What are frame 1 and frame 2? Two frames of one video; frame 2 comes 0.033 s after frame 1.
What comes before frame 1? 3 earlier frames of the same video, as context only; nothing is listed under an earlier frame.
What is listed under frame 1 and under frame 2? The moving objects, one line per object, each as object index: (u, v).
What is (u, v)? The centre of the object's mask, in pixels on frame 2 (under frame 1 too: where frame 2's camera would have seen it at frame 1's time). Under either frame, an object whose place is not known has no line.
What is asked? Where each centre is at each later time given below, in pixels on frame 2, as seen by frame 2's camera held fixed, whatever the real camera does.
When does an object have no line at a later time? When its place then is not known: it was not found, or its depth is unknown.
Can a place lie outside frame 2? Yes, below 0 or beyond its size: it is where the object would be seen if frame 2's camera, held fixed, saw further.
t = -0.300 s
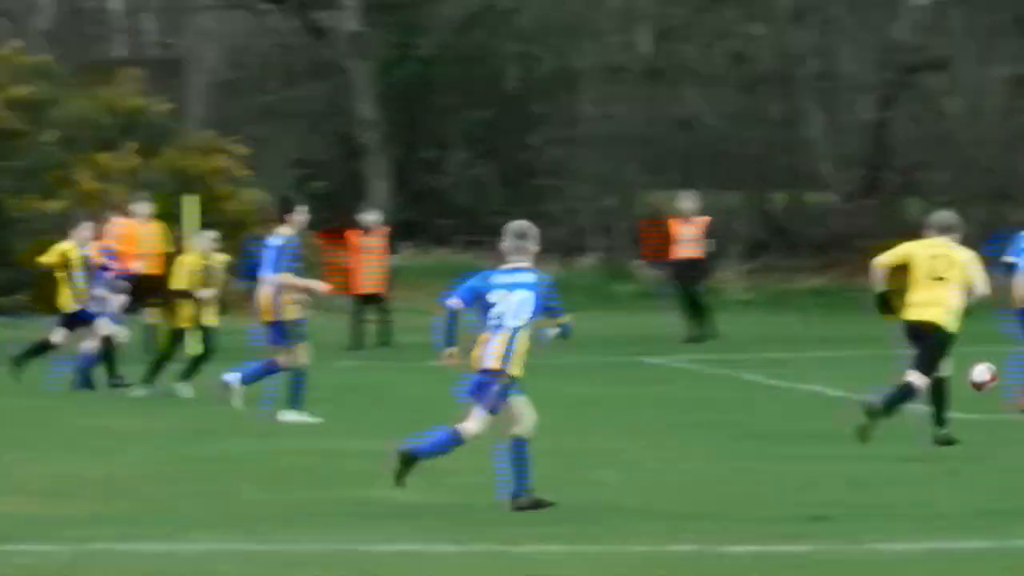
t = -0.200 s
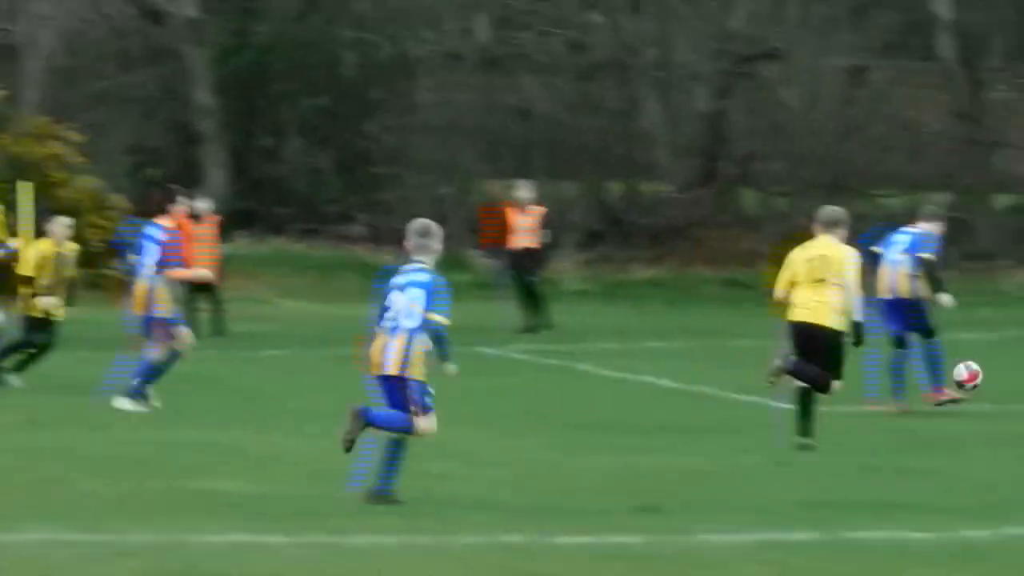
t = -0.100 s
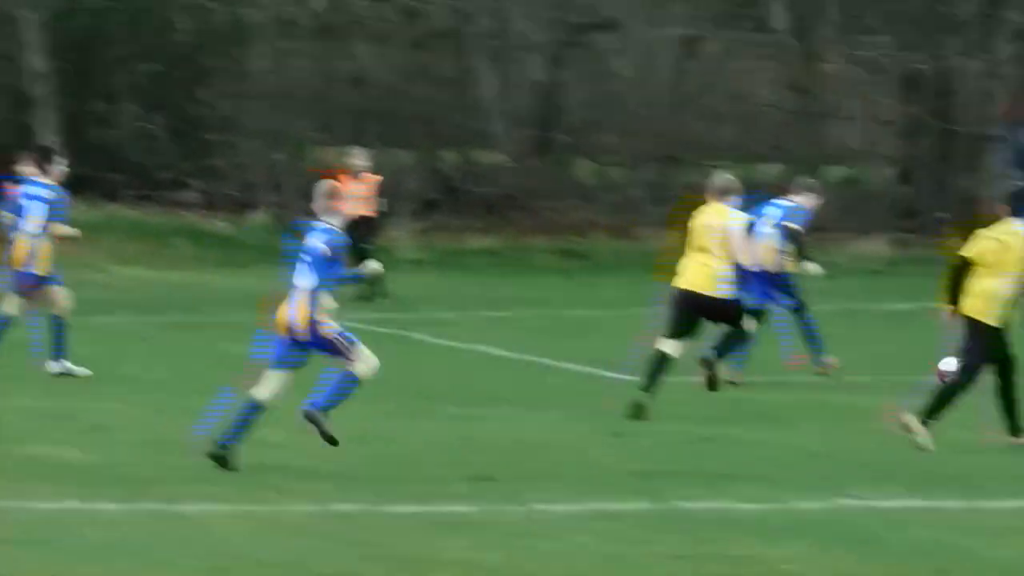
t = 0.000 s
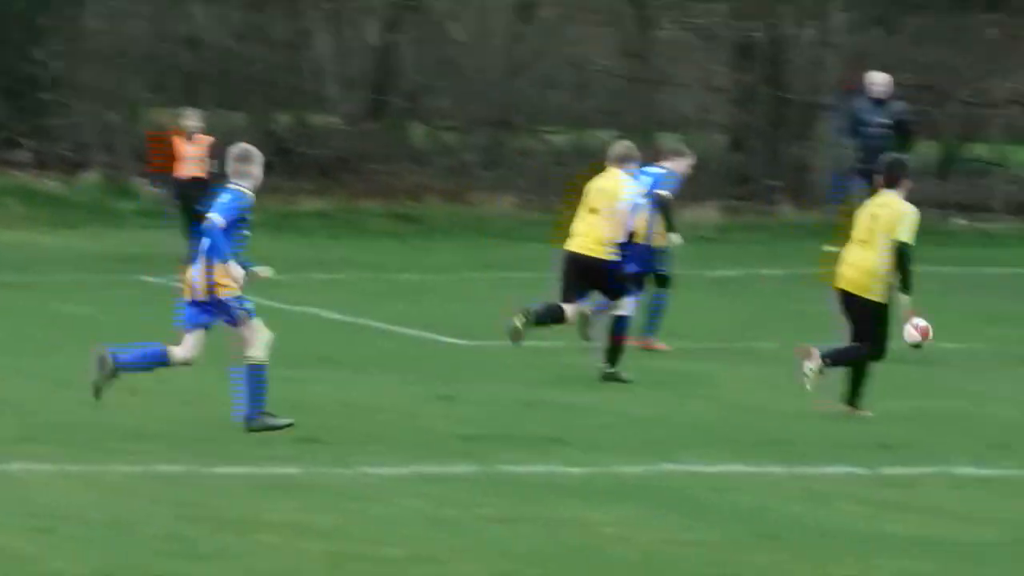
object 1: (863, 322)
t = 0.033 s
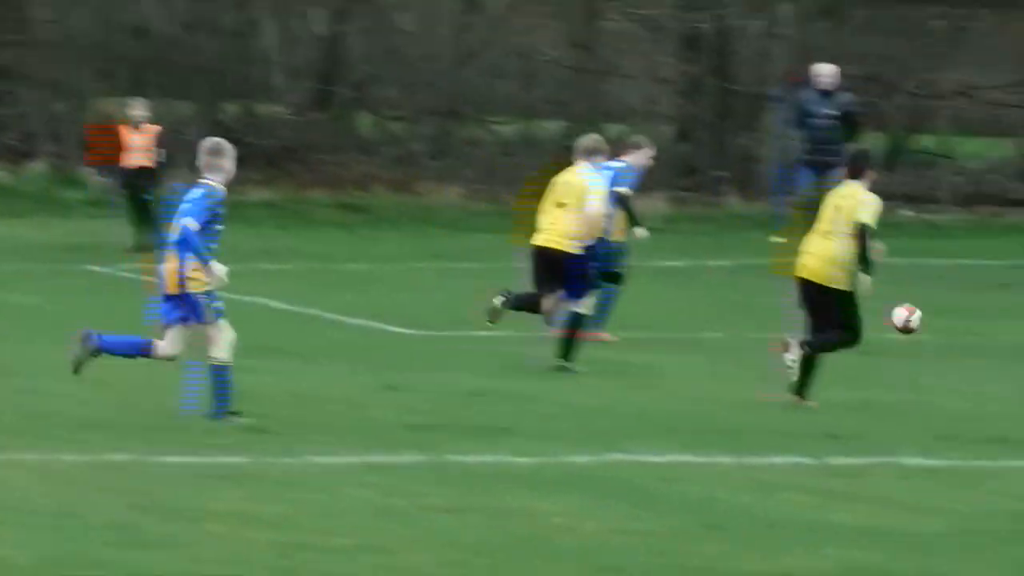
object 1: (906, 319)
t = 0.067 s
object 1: (951, 317)
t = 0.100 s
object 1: (993, 316)
